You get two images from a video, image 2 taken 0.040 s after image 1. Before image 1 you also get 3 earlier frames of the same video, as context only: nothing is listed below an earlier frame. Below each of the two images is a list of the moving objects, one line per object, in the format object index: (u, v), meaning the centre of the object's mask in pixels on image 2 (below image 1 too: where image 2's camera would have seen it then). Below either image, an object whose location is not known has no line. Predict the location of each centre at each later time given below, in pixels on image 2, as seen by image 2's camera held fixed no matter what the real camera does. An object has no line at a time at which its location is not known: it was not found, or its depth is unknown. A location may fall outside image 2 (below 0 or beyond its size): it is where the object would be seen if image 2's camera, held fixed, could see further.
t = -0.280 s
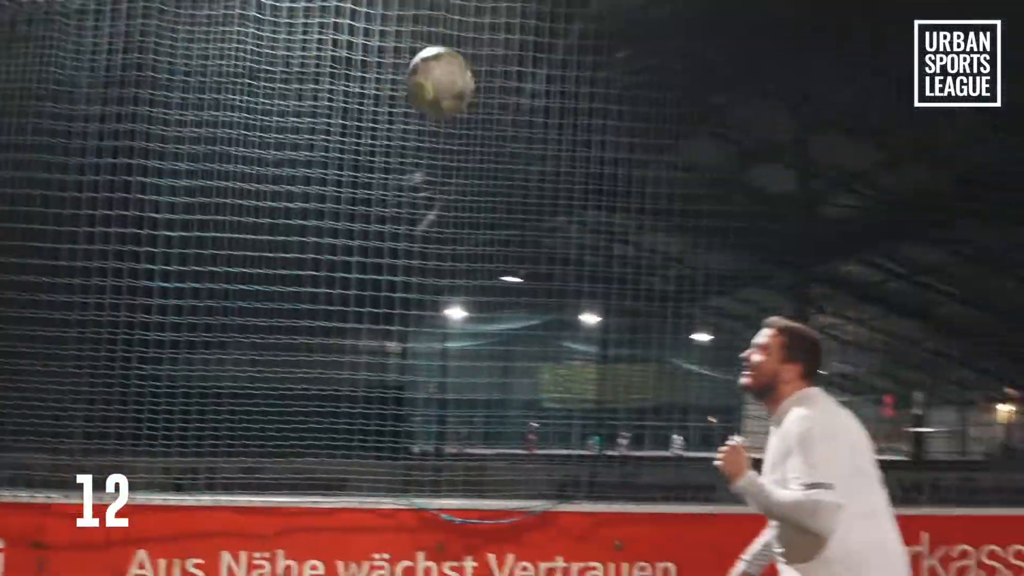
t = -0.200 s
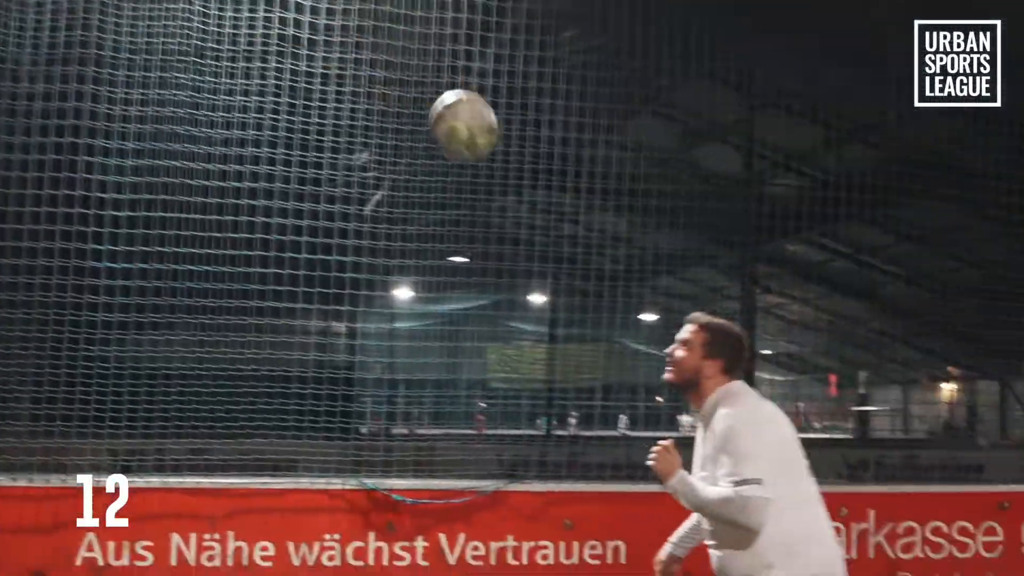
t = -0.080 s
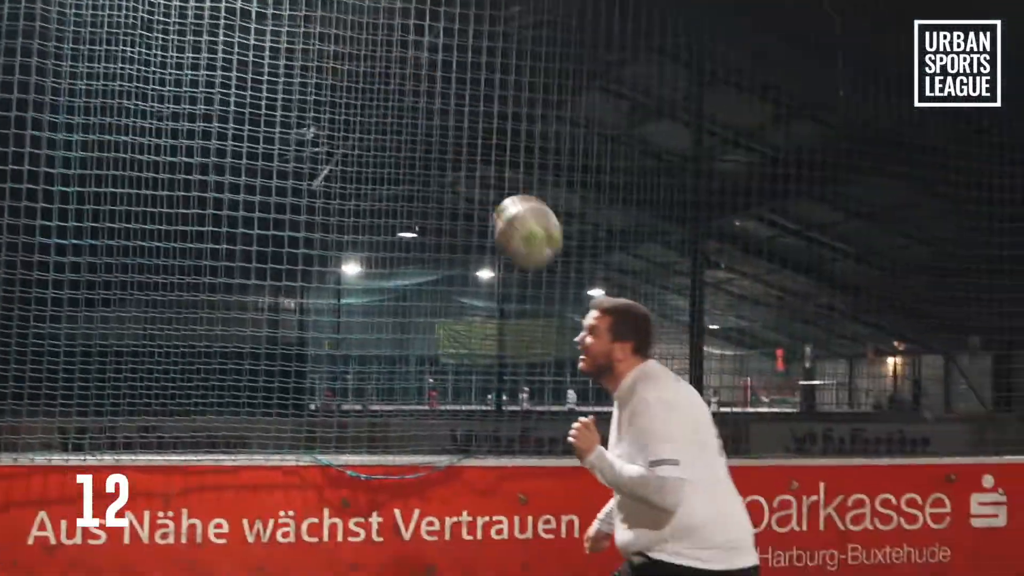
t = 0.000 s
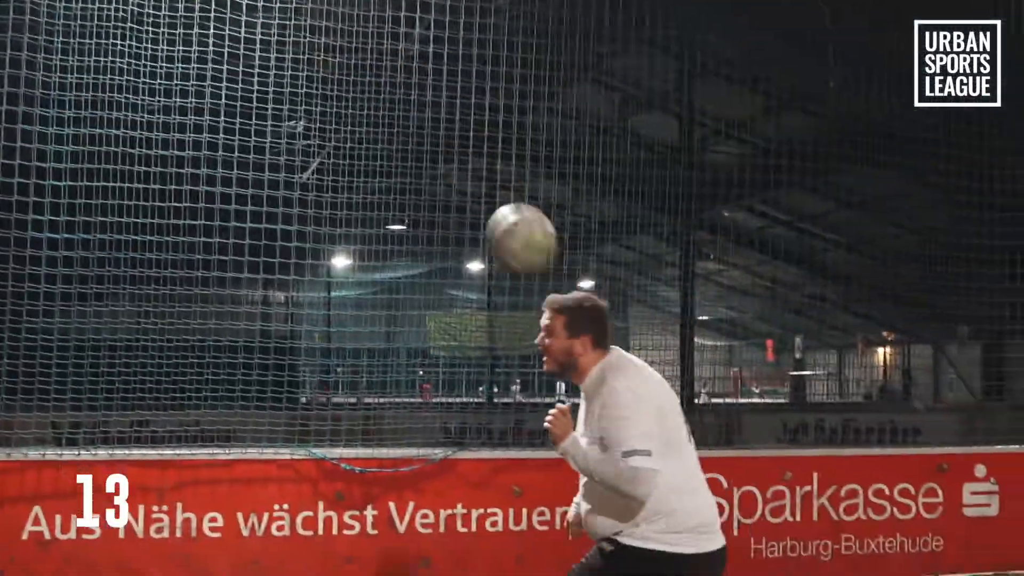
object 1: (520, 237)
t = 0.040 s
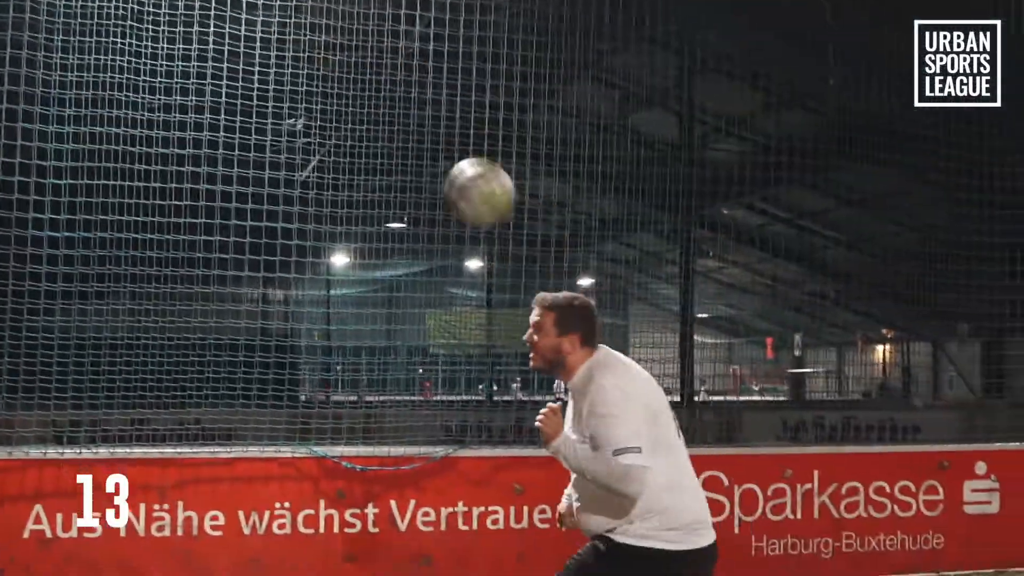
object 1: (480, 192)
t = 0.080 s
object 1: (441, 155)
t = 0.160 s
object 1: (356, 89)
